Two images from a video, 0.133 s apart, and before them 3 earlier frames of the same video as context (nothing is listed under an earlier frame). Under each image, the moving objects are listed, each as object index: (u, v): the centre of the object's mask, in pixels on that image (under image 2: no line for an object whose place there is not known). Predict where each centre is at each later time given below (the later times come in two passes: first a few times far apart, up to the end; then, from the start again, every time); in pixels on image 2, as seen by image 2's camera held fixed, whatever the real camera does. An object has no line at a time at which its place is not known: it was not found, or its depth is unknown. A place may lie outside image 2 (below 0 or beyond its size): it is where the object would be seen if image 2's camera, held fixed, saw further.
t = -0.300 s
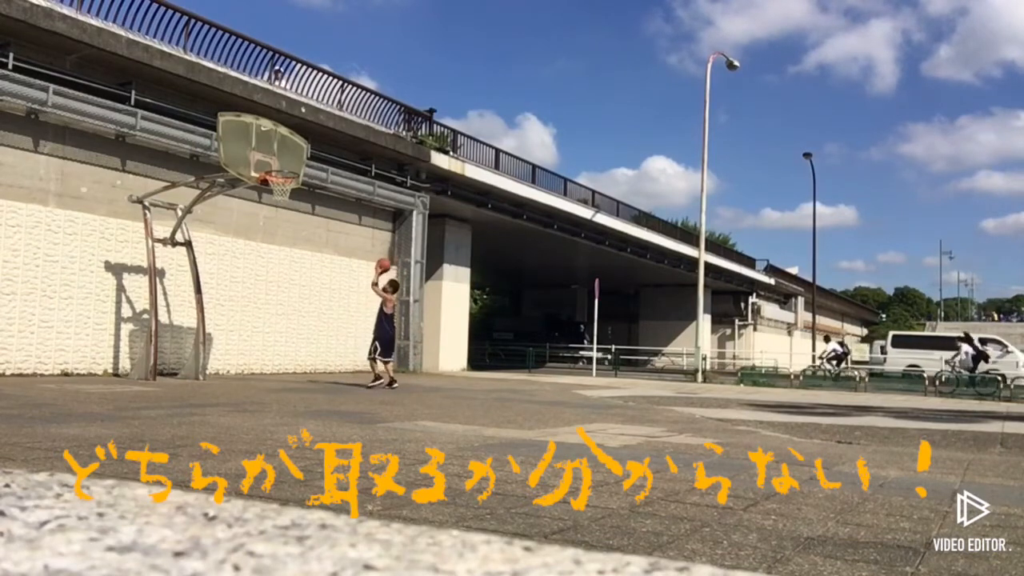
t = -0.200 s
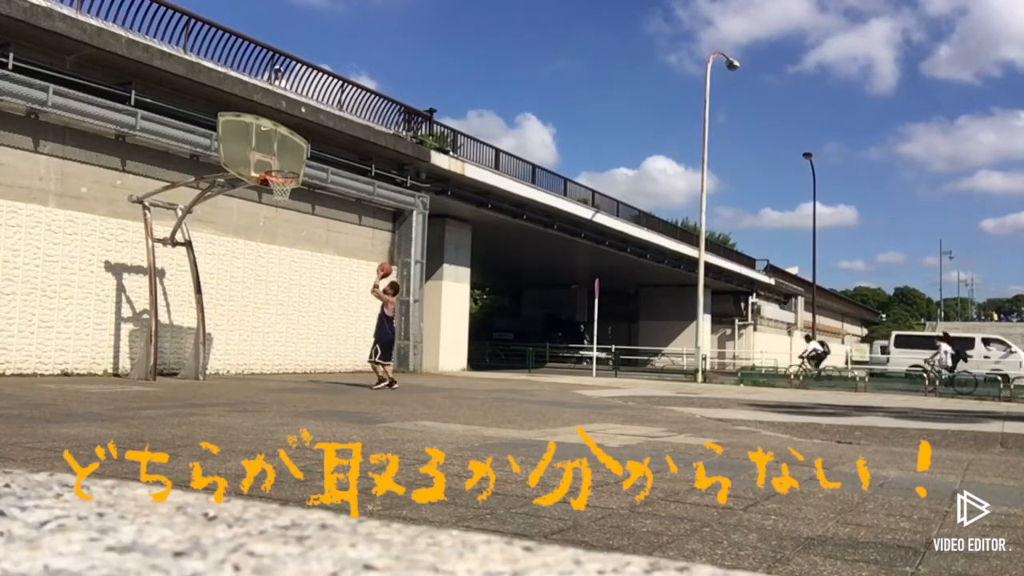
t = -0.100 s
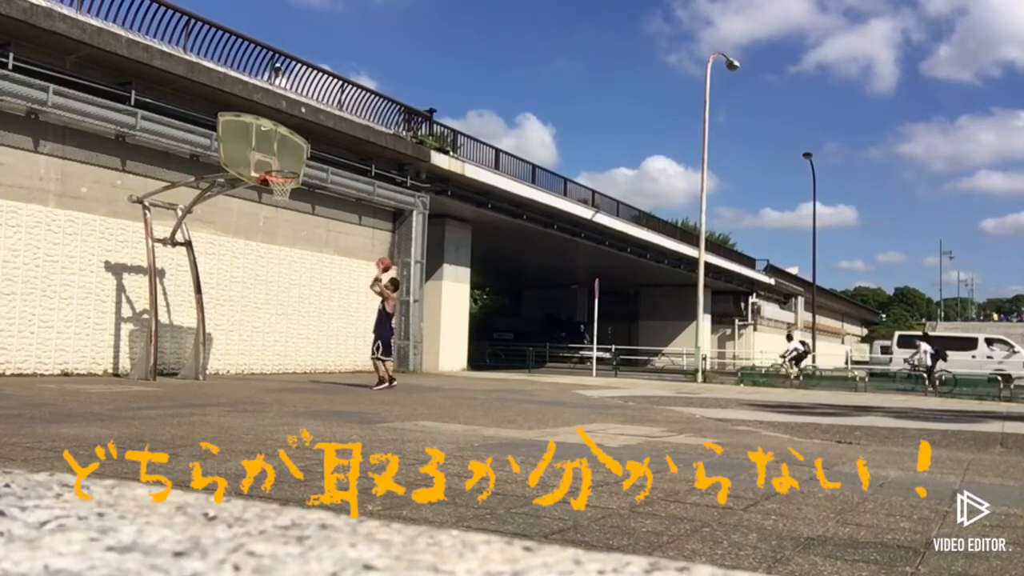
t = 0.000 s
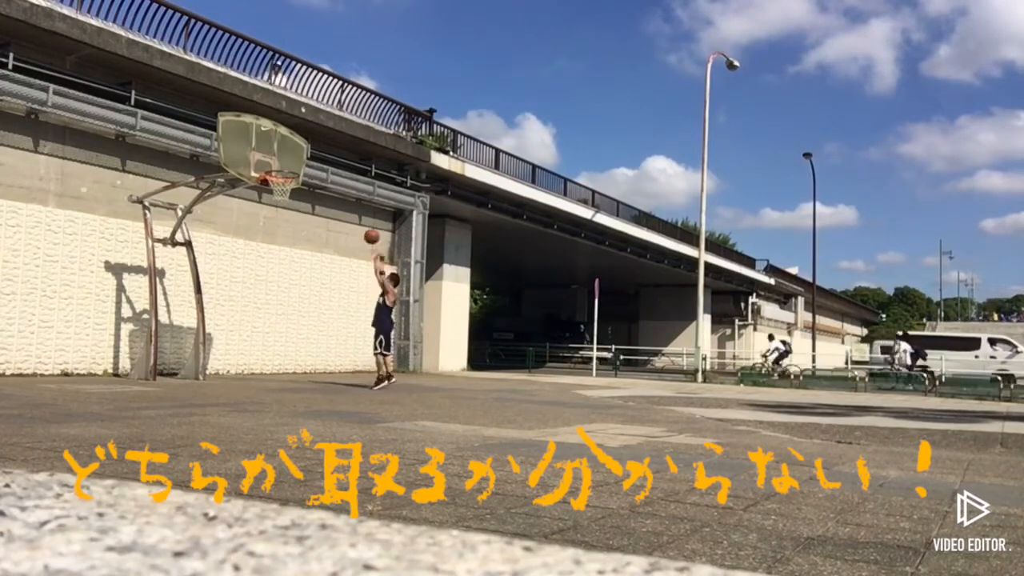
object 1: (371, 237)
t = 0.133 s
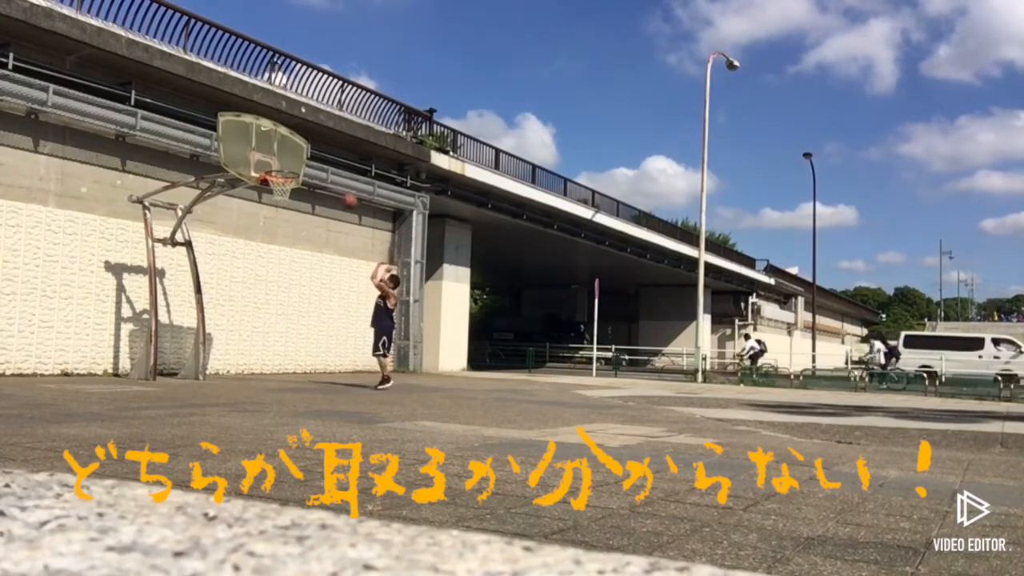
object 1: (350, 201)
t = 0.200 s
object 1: (337, 188)
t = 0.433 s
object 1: (293, 164)
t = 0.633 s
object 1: (261, 162)
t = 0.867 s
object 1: (255, 173)
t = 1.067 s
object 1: (250, 213)
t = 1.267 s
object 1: (242, 283)
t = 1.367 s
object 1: (236, 330)
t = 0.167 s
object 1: (343, 196)
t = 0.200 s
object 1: (337, 188)
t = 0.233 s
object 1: (330, 183)
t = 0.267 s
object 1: (325, 177)
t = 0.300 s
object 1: (319, 173)
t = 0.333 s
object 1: (312, 170)
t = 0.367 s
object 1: (306, 167)
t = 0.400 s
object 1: (299, 166)
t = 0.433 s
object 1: (293, 164)
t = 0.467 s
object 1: (286, 163)
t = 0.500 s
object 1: (279, 163)
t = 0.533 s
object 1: (273, 164)
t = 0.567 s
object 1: (266, 164)
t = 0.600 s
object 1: (261, 164)
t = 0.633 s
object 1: (261, 162)
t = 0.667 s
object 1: (260, 161)
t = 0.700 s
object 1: (260, 162)
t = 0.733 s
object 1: (259, 162)
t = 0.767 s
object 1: (258, 163)
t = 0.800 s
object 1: (258, 166)
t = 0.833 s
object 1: (257, 169)
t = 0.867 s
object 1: (255, 173)
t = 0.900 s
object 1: (255, 178)
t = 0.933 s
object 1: (254, 183)
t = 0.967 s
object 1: (253, 189)
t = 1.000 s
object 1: (252, 197)
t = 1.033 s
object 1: (251, 205)
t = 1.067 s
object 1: (250, 213)
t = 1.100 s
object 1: (248, 223)
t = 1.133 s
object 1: (247, 233)
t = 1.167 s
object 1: (246, 244)
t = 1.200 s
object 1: (244, 256)
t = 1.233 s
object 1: (243, 269)
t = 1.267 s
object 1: (242, 283)
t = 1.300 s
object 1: (240, 298)
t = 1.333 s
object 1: (238, 314)
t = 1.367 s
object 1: (236, 330)
